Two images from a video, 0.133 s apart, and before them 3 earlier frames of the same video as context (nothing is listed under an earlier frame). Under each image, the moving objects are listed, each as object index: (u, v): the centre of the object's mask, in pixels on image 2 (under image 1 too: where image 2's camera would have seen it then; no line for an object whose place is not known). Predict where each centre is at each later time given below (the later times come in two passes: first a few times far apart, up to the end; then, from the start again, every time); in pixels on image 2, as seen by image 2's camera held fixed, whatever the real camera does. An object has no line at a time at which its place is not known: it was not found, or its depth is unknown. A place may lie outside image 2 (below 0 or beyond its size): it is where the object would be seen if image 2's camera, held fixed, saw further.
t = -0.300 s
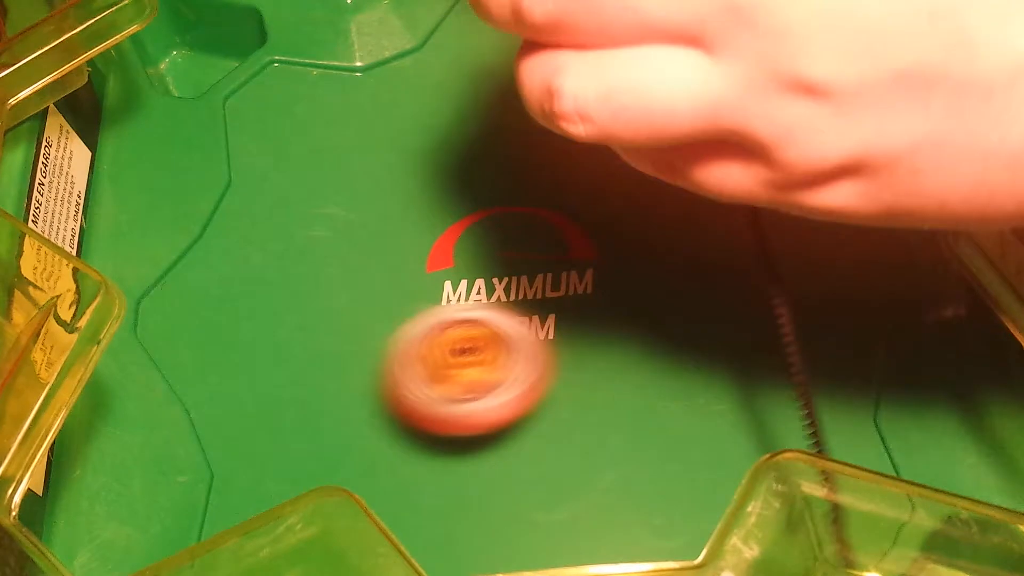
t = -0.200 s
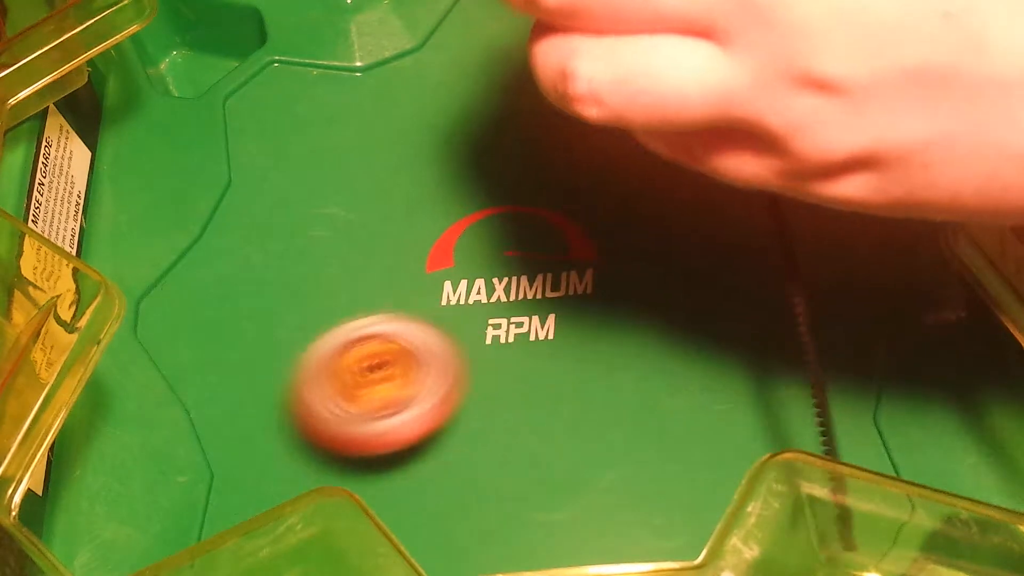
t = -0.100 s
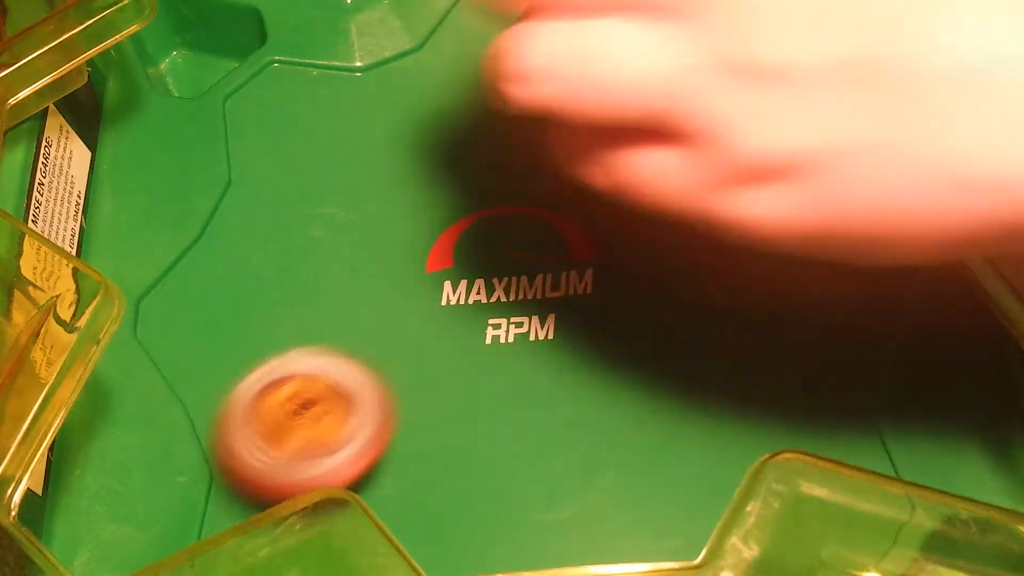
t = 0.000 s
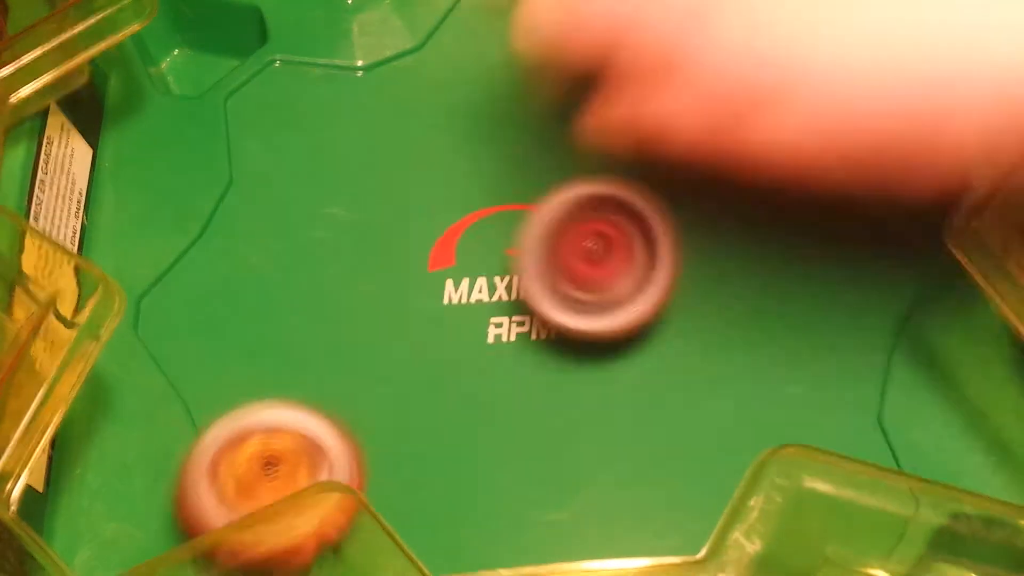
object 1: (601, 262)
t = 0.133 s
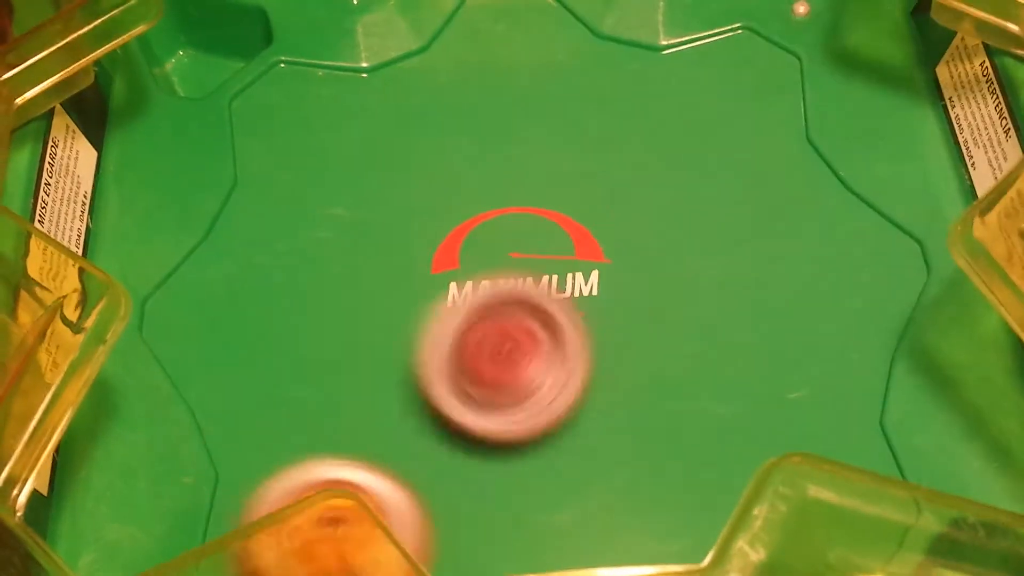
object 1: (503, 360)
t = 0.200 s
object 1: (449, 335)
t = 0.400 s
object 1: (306, 61)
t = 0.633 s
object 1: (360, 213)
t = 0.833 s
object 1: (557, 413)
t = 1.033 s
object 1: (614, 445)
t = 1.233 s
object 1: (526, 447)
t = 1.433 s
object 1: (608, 540)
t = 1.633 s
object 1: (479, 519)
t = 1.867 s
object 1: (324, 407)
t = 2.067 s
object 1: (361, 377)
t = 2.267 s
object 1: (498, 434)
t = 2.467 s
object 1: (530, 526)
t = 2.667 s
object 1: (423, 482)
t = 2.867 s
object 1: (429, 379)
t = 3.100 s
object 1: (353, 305)
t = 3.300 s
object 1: (361, 263)
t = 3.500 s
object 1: (182, 284)
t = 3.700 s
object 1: (267, 208)
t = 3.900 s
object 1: (394, 233)
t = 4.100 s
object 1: (489, 371)
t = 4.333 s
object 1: (451, 474)
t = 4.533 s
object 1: (374, 343)
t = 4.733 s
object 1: (477, 248)
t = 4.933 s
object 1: (637, 98)
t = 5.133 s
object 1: (812, 172)
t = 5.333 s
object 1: (737, 334)
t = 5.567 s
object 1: (501, 368)
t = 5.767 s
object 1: (316, 335)
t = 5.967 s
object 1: (216, 259)
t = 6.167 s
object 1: (289, 196)
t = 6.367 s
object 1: (443, 238)
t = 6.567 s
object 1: (457, 346)
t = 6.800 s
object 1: (441, 416)
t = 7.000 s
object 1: (447, 415)
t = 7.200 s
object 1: (453, 320)
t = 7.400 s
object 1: (537, 257)
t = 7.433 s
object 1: (552, 251)
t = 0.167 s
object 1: (476, 340)
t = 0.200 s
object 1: (449, 335)
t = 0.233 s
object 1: (425, 341)
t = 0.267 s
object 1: (397, 303)
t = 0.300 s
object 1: (365, 238)
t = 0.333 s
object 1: (340, 177)
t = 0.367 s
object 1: (318, 112)
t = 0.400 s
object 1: (306, 61)
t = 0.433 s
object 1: (295, 49)
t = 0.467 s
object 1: (290, 53)
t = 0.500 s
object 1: (291, 73)
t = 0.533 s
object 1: (299, 105)
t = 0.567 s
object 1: (314, 132)
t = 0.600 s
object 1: (335, 166)
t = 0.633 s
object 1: (360, 213)
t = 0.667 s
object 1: (392, 251)
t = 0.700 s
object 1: (425, 292)
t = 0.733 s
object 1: (460, 330)
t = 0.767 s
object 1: (492, 360)
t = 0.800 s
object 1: (526, 389)
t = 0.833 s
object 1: (557, 413)
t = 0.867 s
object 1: (581, 429)
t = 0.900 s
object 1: (600, 441)
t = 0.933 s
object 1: (612, 447)
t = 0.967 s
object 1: (619, 450)
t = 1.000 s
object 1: (623, 455)
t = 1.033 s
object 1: (614, 445)
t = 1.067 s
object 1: (604, 444)
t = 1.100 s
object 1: (583, 435)
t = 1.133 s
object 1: (558, 427)
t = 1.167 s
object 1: (528, 418)
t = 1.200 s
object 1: (500, 411)
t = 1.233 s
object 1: (526, 447)
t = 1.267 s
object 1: (555, 482)
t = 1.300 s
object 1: (579, 500)
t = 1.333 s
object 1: (597, 516)
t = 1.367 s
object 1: (608, 527)
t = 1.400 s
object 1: (612, 534)
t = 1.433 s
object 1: (608, 540)
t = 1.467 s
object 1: (593, 543)
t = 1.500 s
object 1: (575, 542)
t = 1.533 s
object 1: (550, 542)
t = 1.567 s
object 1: (524, 537)
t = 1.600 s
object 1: (500, 530)
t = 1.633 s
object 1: (479, 519)
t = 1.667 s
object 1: (457, 506)
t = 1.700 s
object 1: (431, 488)
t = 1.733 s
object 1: (403, 465)
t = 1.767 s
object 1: (376, 446)
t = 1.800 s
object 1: (354, 430)
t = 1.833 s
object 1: (335, 417)
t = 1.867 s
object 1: (324, 407)
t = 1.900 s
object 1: (318, 397)
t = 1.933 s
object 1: (316, 391)
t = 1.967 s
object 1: (321, 386)
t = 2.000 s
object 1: (329, 381)
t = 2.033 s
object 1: (342, 377)
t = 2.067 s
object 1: (361, 377)
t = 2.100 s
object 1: (384, 379)
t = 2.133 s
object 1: (408, 386)
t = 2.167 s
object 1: (431, 395)
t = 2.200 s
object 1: (454, 407)
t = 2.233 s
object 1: (475, 418)
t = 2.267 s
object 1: (498, 434)
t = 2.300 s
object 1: (518, 453)
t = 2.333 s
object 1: (534, 474)
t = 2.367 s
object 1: (544, 492)
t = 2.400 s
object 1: (547, 506)
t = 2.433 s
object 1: (543, 517)
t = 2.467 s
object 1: (530, 526)
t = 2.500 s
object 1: (512, 531)
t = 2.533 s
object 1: (492, 533)
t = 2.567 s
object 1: (472, 528)
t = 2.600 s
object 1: (453, 517)
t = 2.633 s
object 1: (437, 503)
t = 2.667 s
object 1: (423, 482)
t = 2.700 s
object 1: (418, 457)
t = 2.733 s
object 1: (425, 429)
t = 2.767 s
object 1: (442, 397)
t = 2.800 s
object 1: (466, 372)
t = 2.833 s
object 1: (482, 356)
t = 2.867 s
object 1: (429, 379)
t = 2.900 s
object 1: (390, 391)
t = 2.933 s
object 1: (357, 398)
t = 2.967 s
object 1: (337, 395)
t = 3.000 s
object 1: (328, 382)
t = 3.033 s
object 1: (329, 361)
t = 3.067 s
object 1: (339, 334)
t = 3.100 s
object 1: (353, 305)
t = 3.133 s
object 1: (370, 281)
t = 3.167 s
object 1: (396, 258)
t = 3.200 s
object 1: (427, 238)
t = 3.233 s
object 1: (464, 221)
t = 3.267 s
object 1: (466, 224)
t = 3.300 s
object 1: (361, 263)
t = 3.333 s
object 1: (277, 296)
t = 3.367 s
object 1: (210, 320)
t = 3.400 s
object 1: (171, 328)
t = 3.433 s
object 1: (170, 304)
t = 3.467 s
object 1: (174, 296)
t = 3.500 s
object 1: (182, 284)
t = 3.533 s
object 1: (192, 270)
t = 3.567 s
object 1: (204, 254)
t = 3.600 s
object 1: (220, 239)
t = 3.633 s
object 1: (237, 226)
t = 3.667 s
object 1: (253, 215)
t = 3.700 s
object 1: (267, 208)
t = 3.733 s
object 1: (285, 203)
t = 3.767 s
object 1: (304, 202)
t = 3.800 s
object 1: (325, 204)
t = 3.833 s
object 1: (349, 210)
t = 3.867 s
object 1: (372, 220)
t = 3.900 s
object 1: (394, 233)
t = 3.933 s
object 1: (415, 249)
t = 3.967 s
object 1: (435, 270)
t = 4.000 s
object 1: (453, 293)
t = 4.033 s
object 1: (469, 318)
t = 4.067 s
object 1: (481, 342)
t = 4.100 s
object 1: (489, 371)
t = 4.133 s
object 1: (494, 392)
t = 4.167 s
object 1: (497, 417)
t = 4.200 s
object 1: (497, 437)
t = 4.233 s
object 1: (493, 456)
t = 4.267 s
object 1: (487, 472)
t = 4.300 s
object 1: (480, 486)
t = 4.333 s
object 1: (451, 474)
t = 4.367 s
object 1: (414, 447)
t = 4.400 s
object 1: (388, 425)
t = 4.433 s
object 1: (373, 403)
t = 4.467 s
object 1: (368, 382)
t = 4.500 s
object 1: (370, 363)
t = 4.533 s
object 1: (374, 343)
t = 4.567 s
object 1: (382, 325)
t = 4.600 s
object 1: (395, 306)
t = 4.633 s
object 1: (411, 289)
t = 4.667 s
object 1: (431, 274)
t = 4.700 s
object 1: (454, 262)
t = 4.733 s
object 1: (477, 248)
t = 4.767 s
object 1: (499, 206)
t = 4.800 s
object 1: (522, 170)
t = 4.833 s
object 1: (546, 141)
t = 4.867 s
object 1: (573, 121)
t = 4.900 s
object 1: (604, 107)
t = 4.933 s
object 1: (637, 98)
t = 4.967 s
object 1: (675, 97)
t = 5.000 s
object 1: (712, 101)
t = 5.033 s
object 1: (745, 112)
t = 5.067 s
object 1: (776, 126)
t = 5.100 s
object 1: (799, 146)
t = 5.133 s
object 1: (812, 172)
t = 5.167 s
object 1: (818, 202)
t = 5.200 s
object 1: (817, 233)
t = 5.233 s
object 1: (805, 265)
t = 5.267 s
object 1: (788, 290)
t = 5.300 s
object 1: (764, 314)
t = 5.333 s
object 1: (737, 334)
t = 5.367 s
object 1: (704, 351)
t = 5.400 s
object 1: (669, 365)
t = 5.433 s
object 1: (632, 374)
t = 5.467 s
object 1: (595, 379)
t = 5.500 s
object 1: (559, 380)
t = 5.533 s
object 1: (527, 376)
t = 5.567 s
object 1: (501, 368)
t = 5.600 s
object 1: (472, 350)
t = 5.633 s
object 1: (440, 329)
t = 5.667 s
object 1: (407, 315)
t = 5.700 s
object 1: (374, 328)
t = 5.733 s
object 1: (344, 336)
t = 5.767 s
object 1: (316, 335)
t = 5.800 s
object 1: (289, 328)
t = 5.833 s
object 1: (266, 318)
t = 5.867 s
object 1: (247, 305)
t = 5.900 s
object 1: (231, 289)
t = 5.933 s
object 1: (221, 274)
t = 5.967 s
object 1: (216, 259)
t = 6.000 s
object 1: (217, 244)
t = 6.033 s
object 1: (223, 230)
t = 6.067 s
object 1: (233, 217)
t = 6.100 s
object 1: (248, 208)
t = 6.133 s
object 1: (267, 200)
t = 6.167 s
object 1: (289, 196)
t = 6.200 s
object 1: (315, 196)
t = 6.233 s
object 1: (341, 199)
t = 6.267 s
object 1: (367, 205)
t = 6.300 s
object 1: (392, 214)
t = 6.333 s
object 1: (418, 225)
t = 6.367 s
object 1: (443, 238)
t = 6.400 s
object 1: (469, 252)
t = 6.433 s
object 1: (492, 269)
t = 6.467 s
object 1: (491, 289)
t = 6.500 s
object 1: (473, 311)
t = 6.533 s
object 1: (462, 330)
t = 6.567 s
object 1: (457, 346)
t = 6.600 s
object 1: (454, 360)
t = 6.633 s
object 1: (453, 374)
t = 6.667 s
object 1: (451, 385)
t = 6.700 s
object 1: (449, 396)
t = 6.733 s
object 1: (446, 405)
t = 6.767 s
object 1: (444, 411)
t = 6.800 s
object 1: (441, 416)
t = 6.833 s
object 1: (438, 419)
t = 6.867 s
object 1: (437, 421)
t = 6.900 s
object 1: (436, 422)
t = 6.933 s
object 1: (438, 421)
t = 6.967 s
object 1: (442, 418)
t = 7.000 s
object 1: (447, 415)
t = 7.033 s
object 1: (450, 408)
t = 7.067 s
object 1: (439, 389)
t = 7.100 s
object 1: (435, 372)
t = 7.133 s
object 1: (438, 354)
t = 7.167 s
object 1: (444, 336)
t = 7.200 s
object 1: (453, 320)
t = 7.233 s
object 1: (463, 306)
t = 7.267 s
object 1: (476, 293)
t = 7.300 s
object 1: (490, 282)
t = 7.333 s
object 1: (502, 274)
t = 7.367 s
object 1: (517, 266)
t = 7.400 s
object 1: (537, 257)
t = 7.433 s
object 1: (552, 251)
